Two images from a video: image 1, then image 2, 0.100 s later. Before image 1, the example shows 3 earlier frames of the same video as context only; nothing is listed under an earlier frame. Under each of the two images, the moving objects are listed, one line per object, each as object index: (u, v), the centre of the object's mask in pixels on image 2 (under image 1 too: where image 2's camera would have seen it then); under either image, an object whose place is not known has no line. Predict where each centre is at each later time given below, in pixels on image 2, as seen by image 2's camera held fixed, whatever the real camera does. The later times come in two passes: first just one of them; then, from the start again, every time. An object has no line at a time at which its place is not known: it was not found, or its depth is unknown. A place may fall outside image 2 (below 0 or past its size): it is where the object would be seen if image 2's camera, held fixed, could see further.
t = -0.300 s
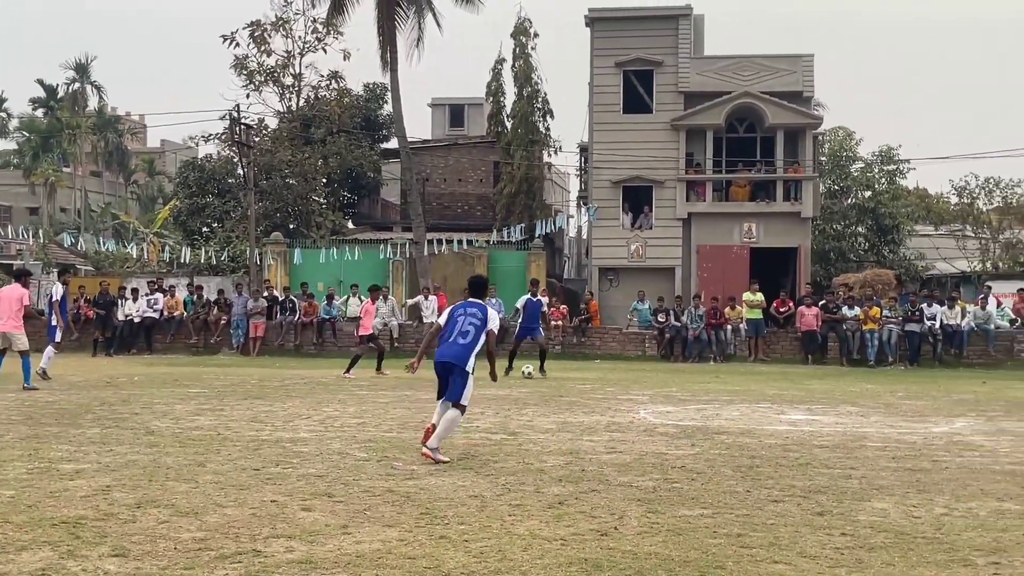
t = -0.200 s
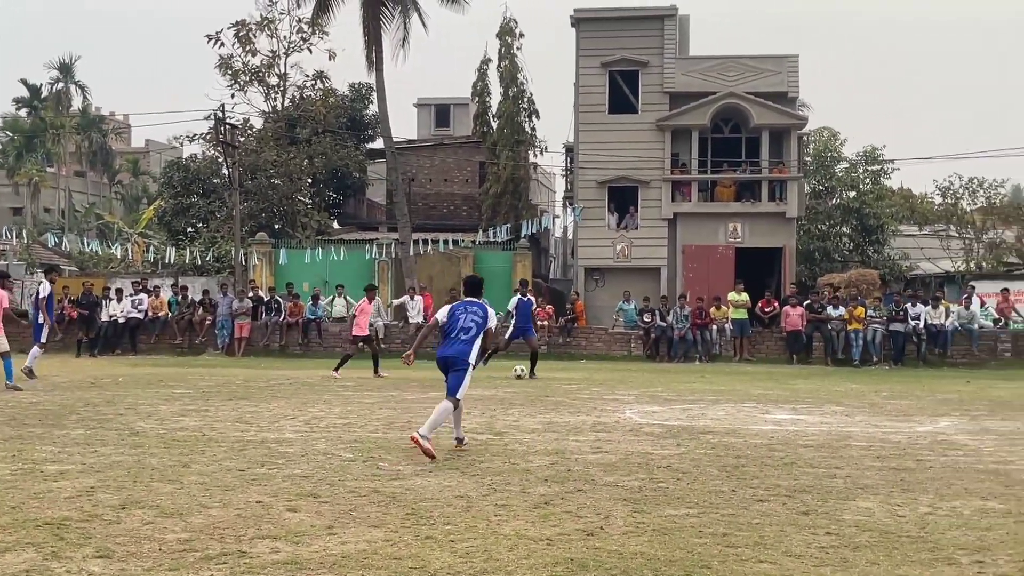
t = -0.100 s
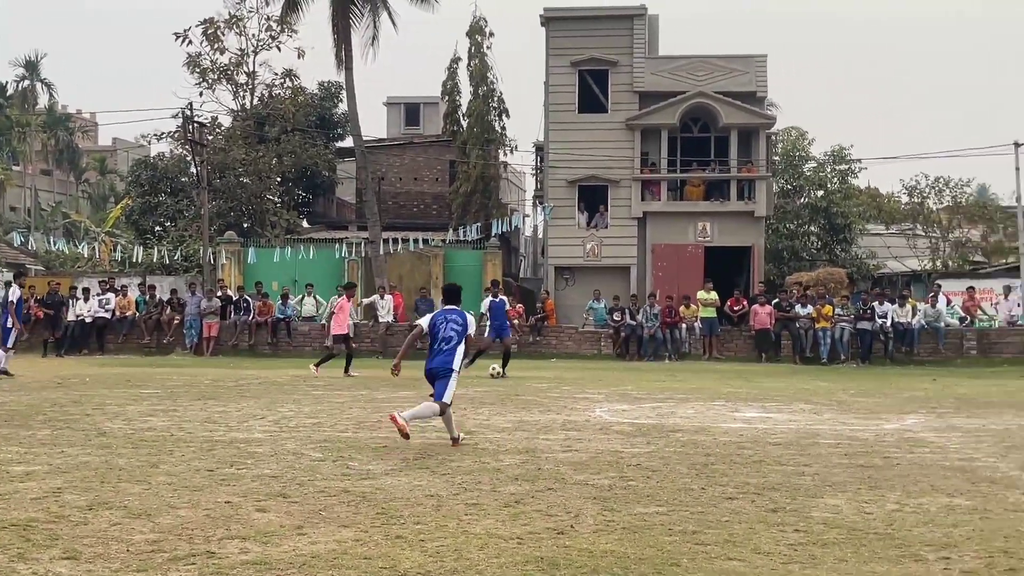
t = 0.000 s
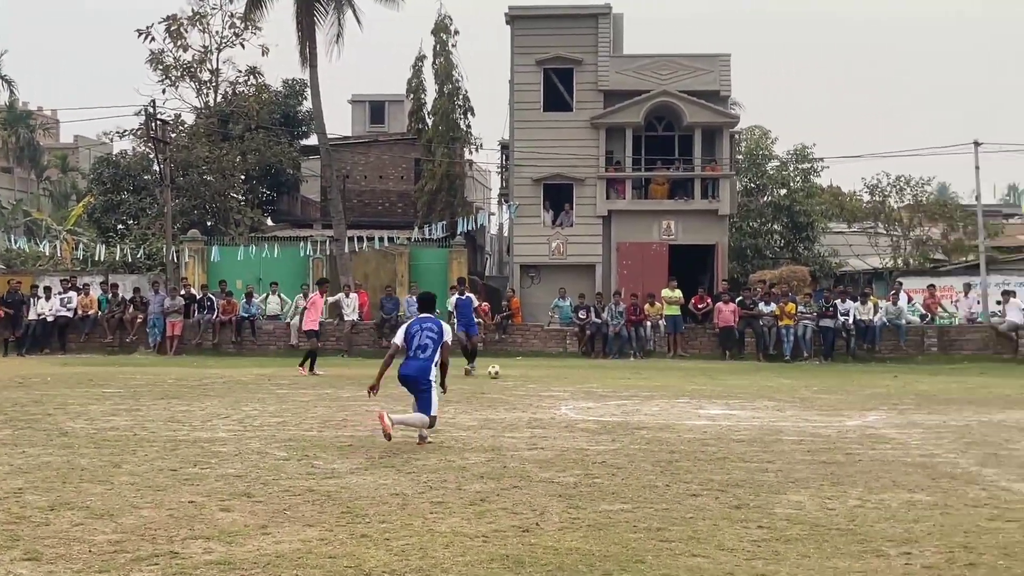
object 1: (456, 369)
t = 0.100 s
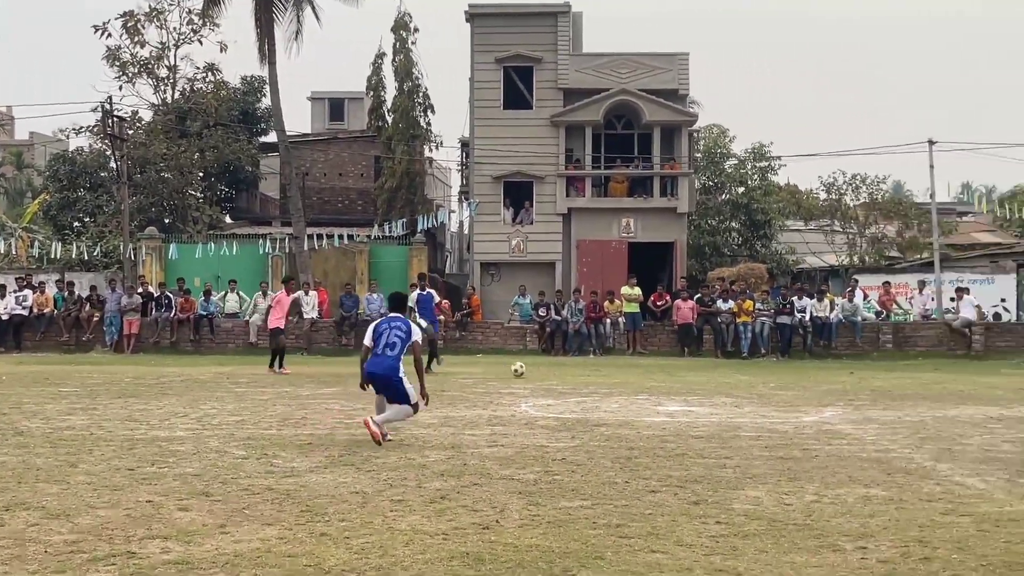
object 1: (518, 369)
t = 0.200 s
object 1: (580, 373)
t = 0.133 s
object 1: (539, 371)
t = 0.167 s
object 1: (561, 373)
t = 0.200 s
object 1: (580, 373)
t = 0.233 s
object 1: (600, 372)
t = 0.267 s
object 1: (619, 373)
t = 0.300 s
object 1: (639, 374)
